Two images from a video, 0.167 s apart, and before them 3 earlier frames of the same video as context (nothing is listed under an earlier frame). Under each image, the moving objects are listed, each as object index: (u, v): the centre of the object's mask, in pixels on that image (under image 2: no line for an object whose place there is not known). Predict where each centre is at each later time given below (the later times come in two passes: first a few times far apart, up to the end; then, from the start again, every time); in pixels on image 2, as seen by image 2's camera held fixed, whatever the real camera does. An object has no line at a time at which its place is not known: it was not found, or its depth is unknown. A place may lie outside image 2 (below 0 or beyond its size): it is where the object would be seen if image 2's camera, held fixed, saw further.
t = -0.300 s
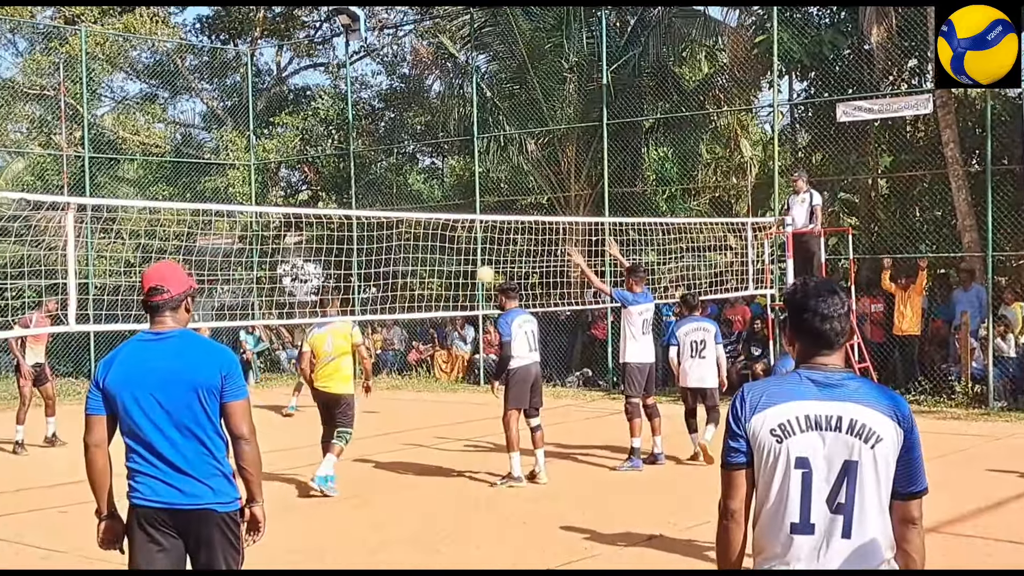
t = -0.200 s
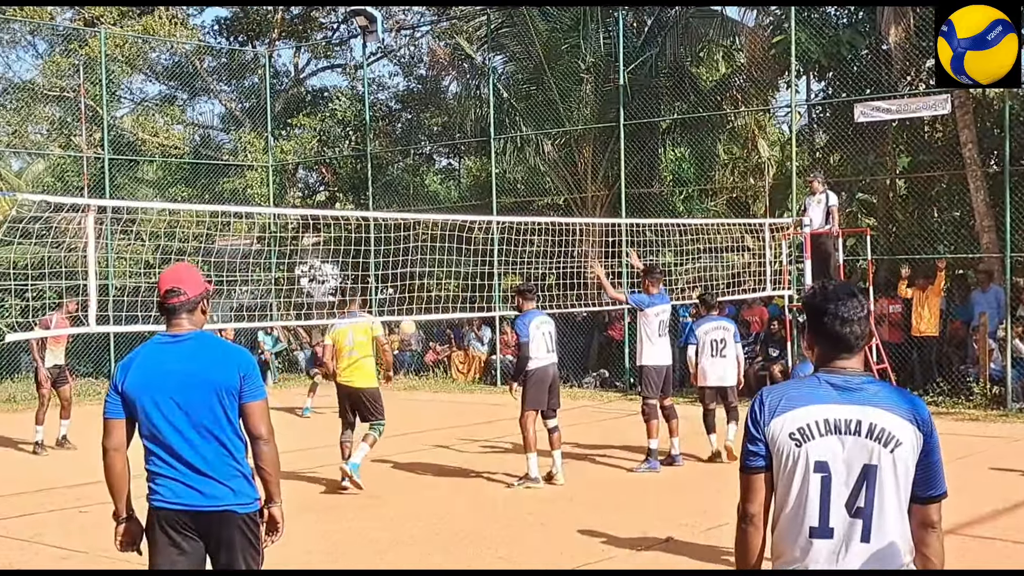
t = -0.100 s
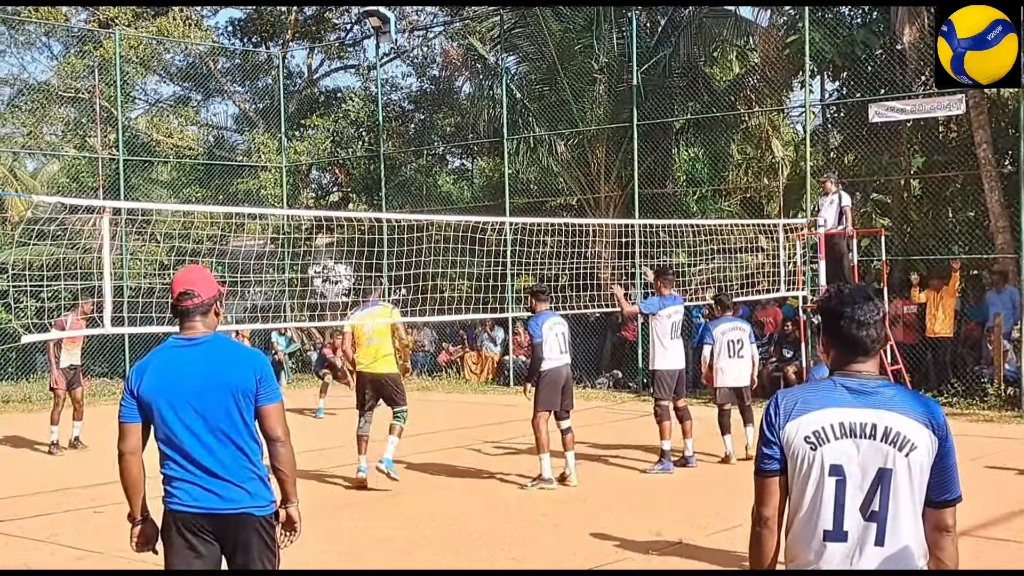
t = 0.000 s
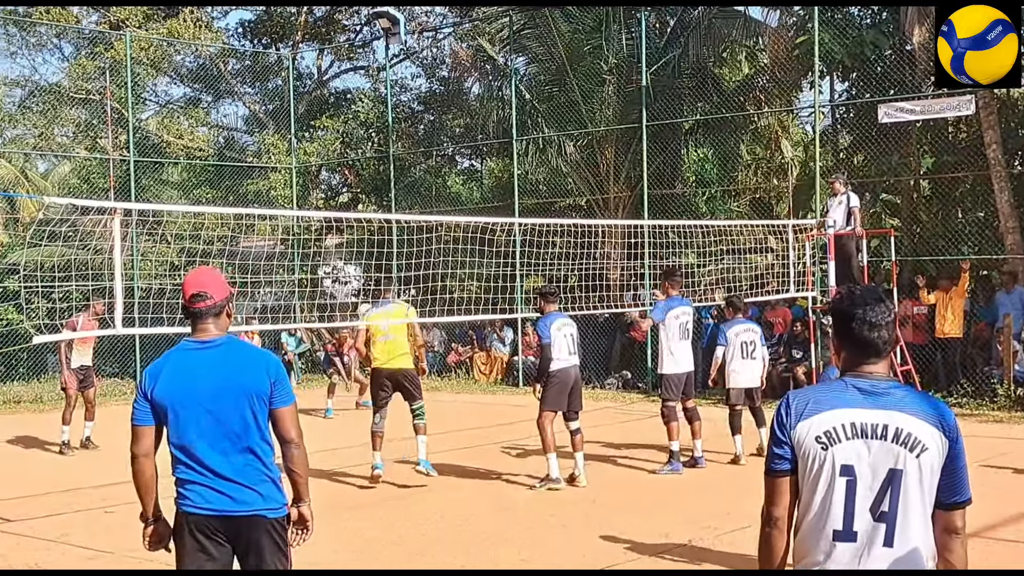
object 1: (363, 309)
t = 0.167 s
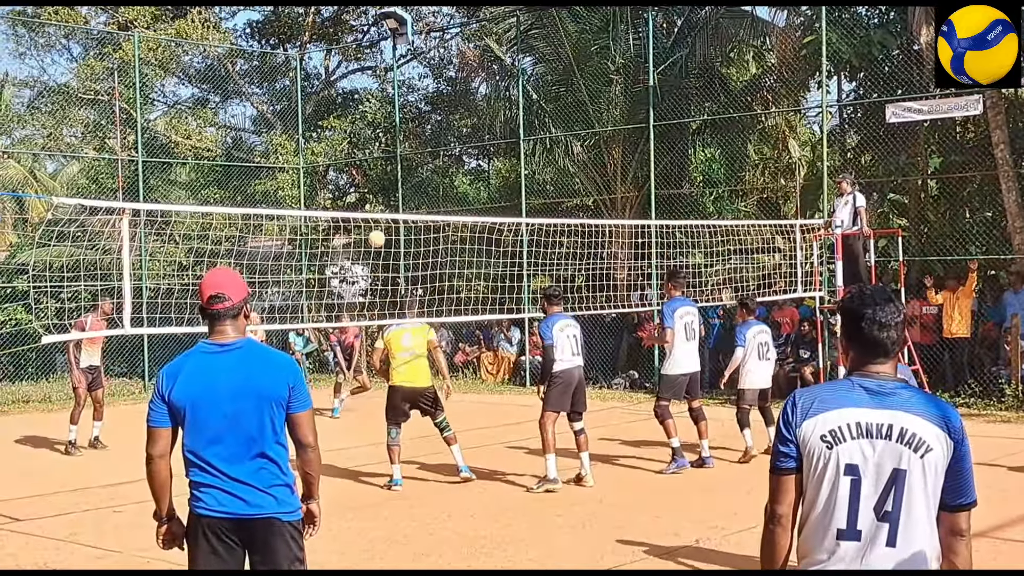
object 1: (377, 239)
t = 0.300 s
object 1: (379, 193)
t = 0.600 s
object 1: (386, 133)
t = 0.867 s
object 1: (395, 138)
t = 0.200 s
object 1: (377, 226)
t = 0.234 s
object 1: (378, 212)
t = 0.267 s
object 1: (378, 203)
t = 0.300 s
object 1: (379, 193)
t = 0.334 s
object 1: (379, 183)
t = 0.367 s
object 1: (380, 174)
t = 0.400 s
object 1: (381, 165)
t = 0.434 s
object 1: (382, 158)
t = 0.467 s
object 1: (382, 152)
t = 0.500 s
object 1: (383, 146)
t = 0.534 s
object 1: (384, 140)
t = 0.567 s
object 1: (385, 137)
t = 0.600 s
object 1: (386, 133)
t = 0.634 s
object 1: (387, 131)
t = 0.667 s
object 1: (388, 129)
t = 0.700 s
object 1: (389, 129)
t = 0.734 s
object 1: (390, 129)
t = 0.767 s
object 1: (392, 130)
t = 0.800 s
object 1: (392, 131)
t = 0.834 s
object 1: (394, 134)
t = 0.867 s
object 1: (395, 138)
